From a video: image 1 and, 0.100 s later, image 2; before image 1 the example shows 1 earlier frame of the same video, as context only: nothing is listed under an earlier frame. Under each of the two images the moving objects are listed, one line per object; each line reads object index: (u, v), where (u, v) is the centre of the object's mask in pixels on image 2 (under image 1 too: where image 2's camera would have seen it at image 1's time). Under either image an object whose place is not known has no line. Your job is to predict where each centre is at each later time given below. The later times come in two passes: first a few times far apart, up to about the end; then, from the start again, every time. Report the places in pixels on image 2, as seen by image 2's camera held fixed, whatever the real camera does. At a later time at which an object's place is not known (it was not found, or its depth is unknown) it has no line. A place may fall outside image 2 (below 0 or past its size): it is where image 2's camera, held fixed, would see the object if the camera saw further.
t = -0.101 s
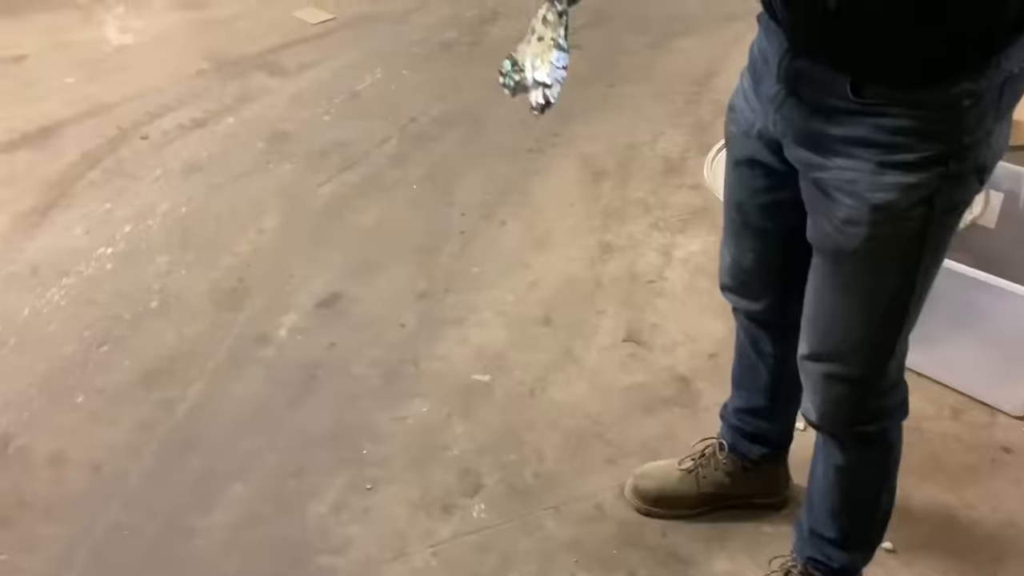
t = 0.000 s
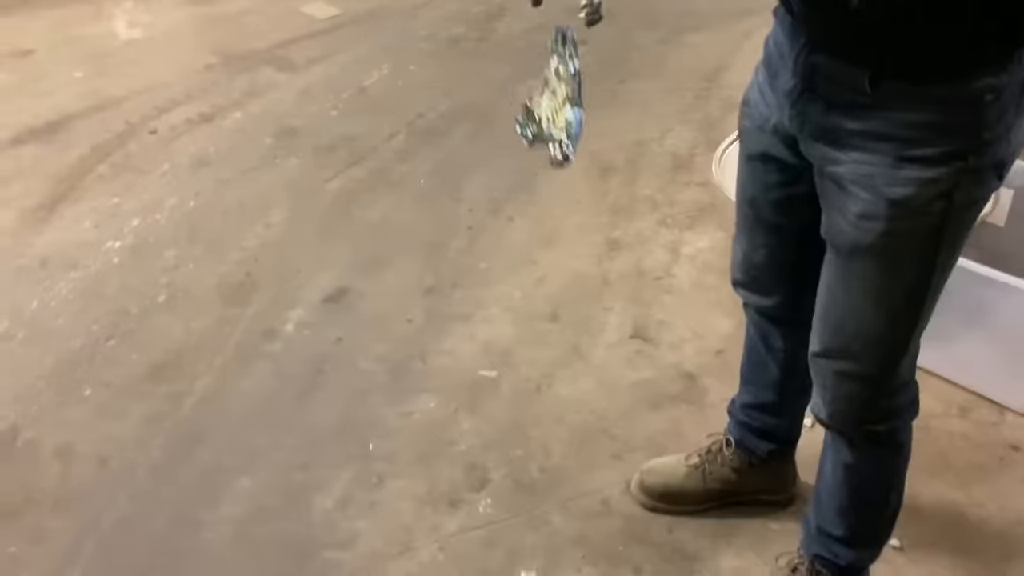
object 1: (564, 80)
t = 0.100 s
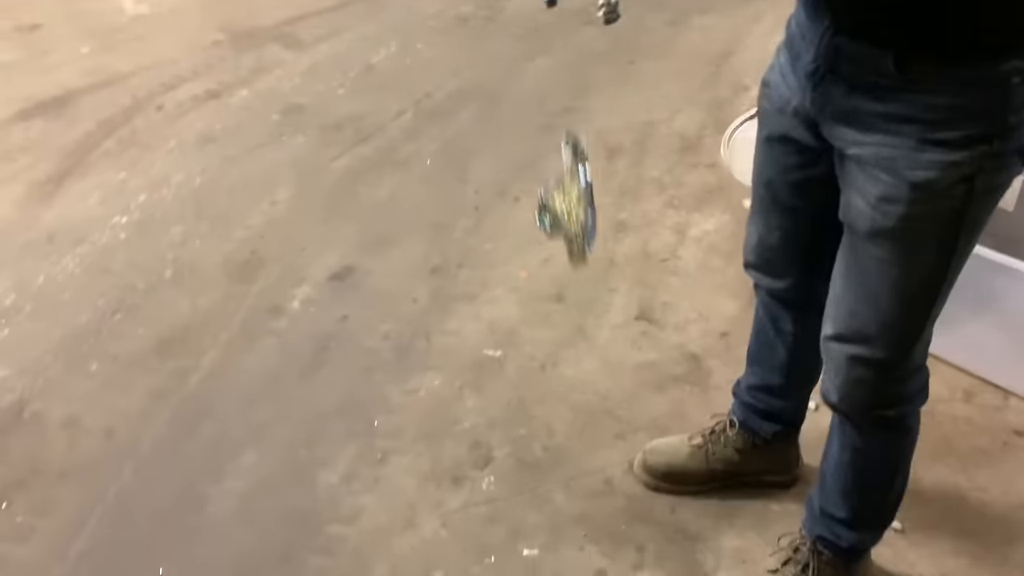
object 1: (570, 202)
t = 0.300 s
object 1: (579, 516)
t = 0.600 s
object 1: (561, 404)
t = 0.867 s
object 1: (593, 380)
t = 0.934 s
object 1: (603, 388)
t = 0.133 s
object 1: (571, 251)
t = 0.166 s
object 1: (573, 303)
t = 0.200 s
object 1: (576, 358)
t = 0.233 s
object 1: (577, 410)
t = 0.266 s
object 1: (578, 463)
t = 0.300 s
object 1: (579, 516)
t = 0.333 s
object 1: (577, 508)
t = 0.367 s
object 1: (576, 488)
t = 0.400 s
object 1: (572, 470)
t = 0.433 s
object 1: (568, 460)
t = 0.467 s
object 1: (565, 441)
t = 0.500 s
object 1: (562, 428)
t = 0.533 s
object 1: (560, 419)
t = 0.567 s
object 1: (561, 412)
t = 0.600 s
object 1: (561, 404)
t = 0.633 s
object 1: (561, 399)
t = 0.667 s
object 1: (562, 395)
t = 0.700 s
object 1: (565, 386)
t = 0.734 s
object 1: (570, 378)
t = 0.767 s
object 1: (575, 376)
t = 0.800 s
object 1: (582, 375)
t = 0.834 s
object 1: (586, 379)
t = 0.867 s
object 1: (593, 380)
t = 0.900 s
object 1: (599, 385)
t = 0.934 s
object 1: (603, 388)
